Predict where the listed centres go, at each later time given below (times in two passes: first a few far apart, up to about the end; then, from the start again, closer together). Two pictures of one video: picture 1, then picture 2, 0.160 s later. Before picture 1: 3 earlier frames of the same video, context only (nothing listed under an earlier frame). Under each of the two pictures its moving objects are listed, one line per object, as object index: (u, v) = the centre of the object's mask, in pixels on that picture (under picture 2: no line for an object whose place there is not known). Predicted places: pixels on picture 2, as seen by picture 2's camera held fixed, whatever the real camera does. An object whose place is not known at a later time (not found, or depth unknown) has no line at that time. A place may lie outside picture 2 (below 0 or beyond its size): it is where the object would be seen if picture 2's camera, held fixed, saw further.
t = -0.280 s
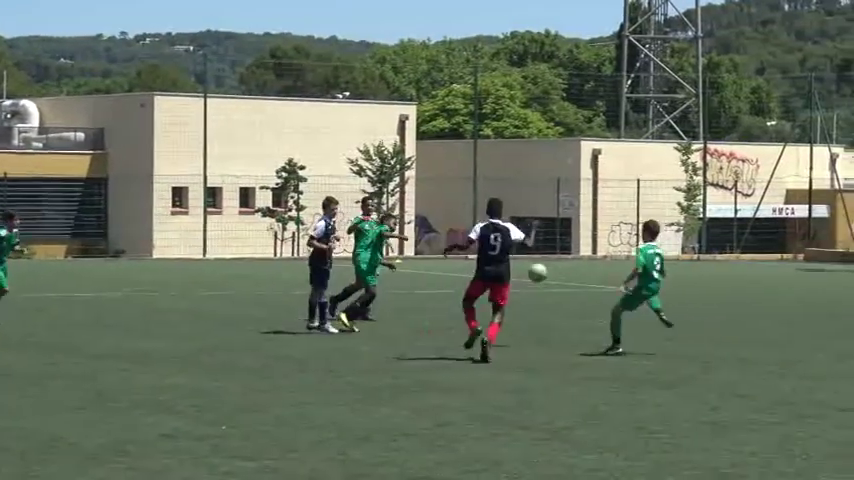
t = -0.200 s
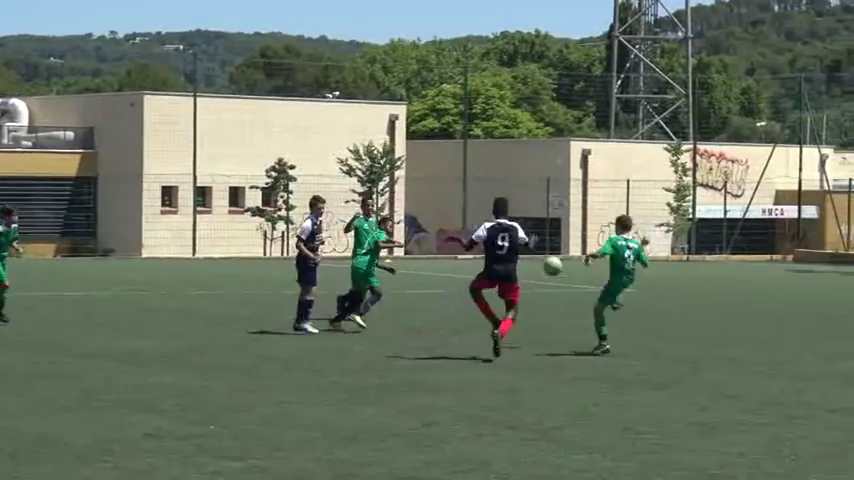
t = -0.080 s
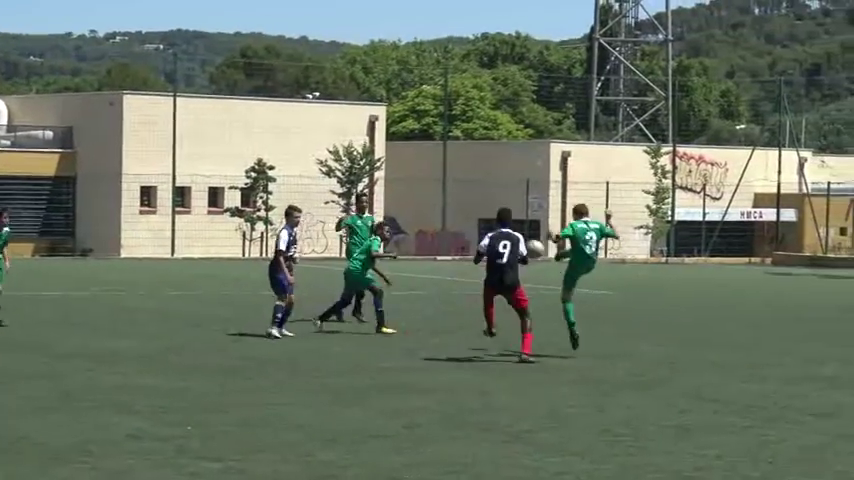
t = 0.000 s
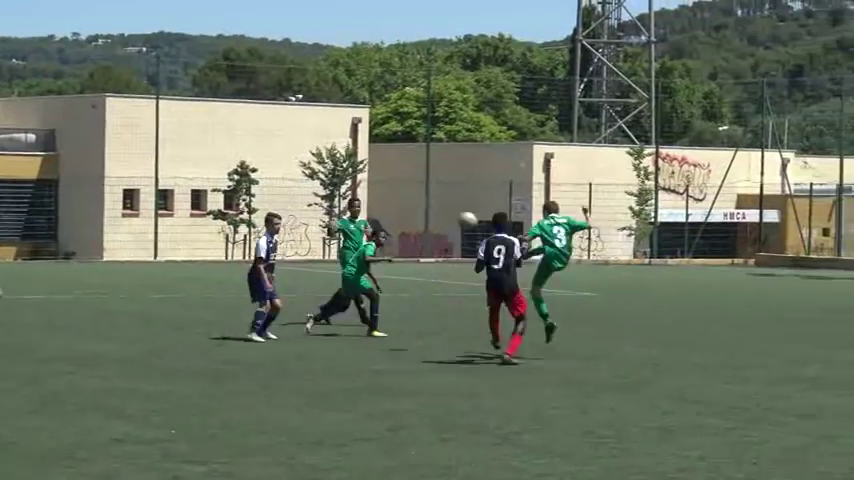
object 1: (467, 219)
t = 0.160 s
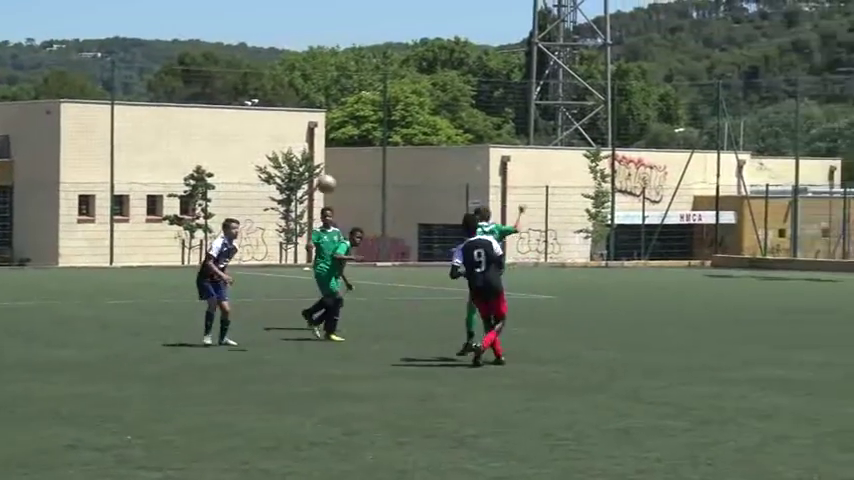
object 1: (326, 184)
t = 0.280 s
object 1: (254, 169)
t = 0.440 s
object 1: (162, 168)
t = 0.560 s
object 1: (96, 181)
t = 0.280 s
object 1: (254, 169)
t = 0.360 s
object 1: (207, 166)
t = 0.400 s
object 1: (184, 166)
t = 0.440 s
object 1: (162, 168)
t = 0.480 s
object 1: (140, 171)
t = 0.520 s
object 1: (118, 176)
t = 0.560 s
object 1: (96, 181)
